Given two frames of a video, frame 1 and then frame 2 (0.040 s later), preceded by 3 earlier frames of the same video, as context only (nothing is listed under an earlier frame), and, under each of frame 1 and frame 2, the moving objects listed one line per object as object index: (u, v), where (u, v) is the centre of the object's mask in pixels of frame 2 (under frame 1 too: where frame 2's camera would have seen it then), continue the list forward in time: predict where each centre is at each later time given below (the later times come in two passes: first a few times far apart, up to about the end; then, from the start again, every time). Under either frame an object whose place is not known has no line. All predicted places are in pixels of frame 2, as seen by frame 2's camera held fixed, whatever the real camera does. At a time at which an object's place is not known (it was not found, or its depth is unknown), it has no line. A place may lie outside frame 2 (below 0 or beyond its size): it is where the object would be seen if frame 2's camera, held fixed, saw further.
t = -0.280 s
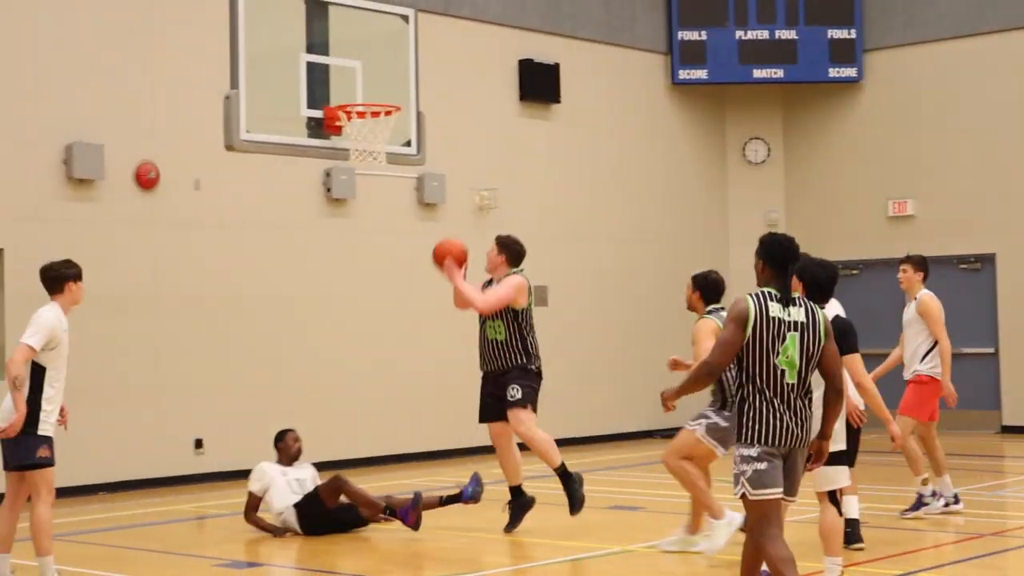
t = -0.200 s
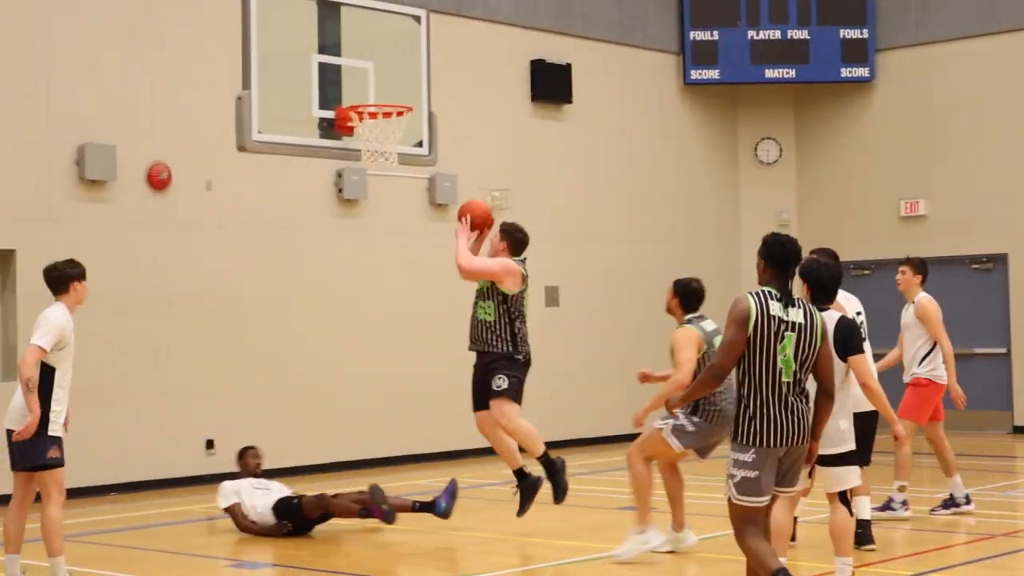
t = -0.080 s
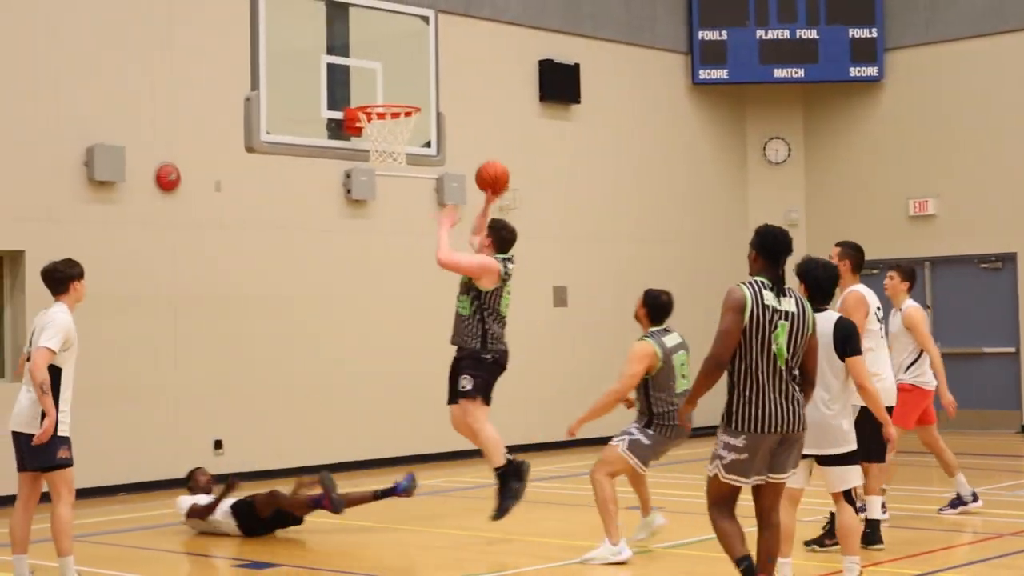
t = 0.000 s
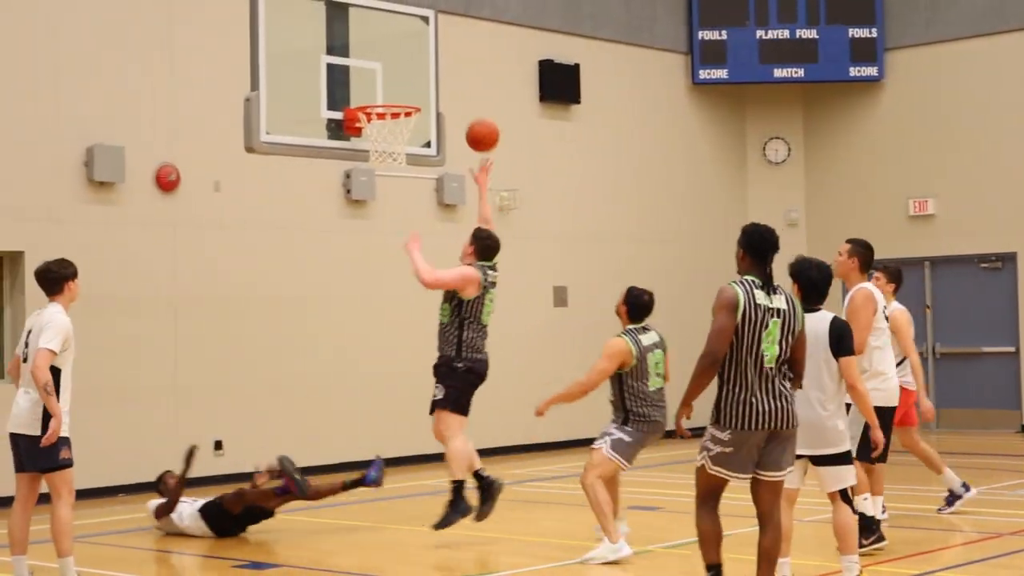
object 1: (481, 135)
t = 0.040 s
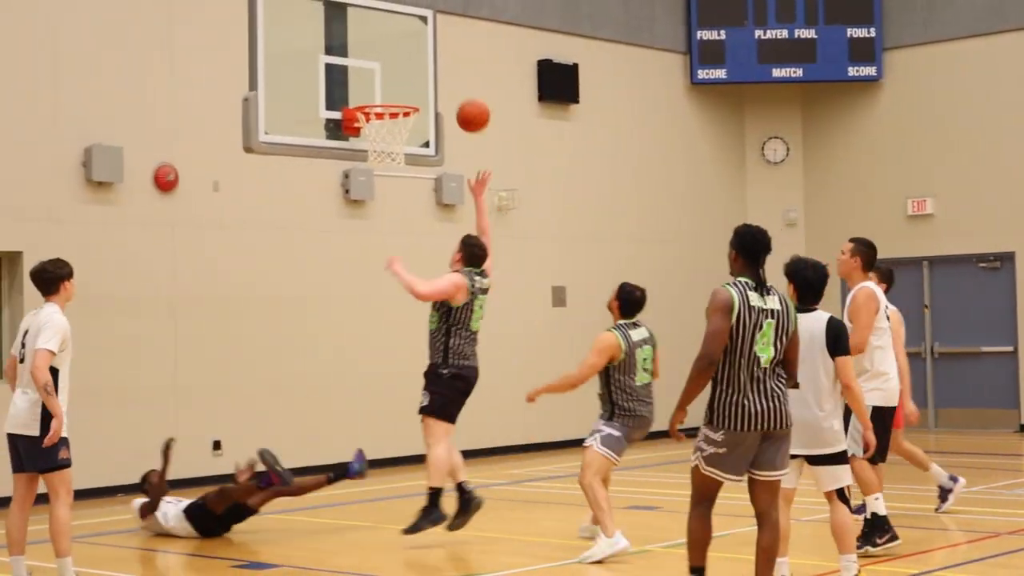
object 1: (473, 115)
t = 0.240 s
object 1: (434, 52)
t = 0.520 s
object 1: (384, 54)
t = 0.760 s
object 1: (379, 73)
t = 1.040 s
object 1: (433, 78)
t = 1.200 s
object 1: (470, 128)
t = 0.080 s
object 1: (464, 98)
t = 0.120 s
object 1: (457, 83)
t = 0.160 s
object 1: (449, 70)
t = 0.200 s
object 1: (442, 60)
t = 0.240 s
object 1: (434, 52)
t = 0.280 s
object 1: (427, 46)
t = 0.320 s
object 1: (419, 42)
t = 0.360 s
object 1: (411, 40)
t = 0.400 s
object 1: (404, 41)
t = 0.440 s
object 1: (398, 43)
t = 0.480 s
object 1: (390, 48)
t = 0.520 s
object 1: (384, 54)
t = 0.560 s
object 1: (376, 63)
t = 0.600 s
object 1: (370, 74)
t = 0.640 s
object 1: (363, 87)
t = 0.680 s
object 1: (363, 90)
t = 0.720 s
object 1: (371, 80)
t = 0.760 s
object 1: (379, 73)
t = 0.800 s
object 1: (387, 67)
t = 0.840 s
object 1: (394, 64)
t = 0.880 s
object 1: (401, 62)
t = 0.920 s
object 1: (409, 63)
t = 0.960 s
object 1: (417, 66)
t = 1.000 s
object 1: (426, 71)
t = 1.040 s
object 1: (433, 78)
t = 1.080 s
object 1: (441, 88)
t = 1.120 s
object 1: (450, 99)
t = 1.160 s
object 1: (460, 113)
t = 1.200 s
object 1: (470, 128)
